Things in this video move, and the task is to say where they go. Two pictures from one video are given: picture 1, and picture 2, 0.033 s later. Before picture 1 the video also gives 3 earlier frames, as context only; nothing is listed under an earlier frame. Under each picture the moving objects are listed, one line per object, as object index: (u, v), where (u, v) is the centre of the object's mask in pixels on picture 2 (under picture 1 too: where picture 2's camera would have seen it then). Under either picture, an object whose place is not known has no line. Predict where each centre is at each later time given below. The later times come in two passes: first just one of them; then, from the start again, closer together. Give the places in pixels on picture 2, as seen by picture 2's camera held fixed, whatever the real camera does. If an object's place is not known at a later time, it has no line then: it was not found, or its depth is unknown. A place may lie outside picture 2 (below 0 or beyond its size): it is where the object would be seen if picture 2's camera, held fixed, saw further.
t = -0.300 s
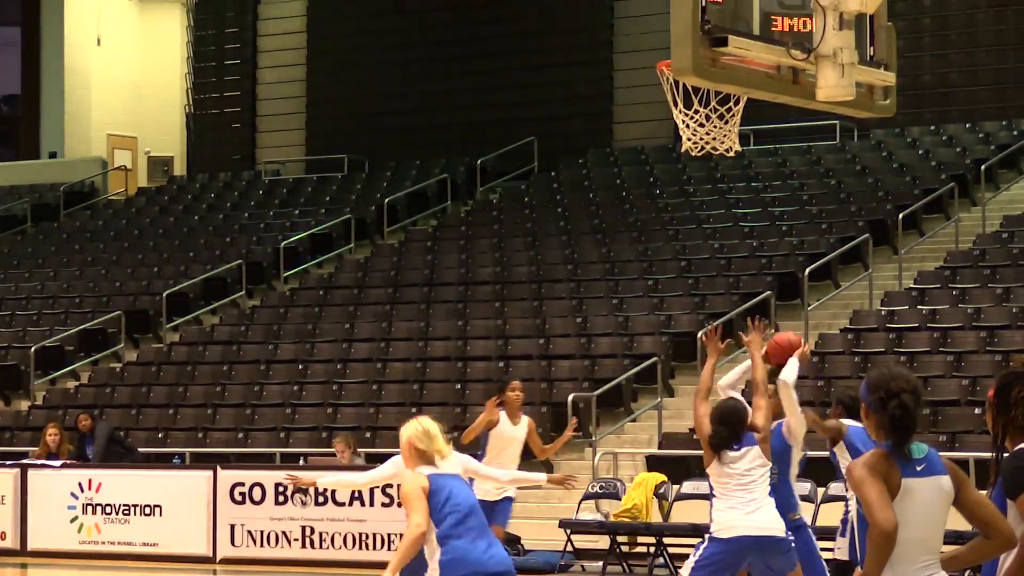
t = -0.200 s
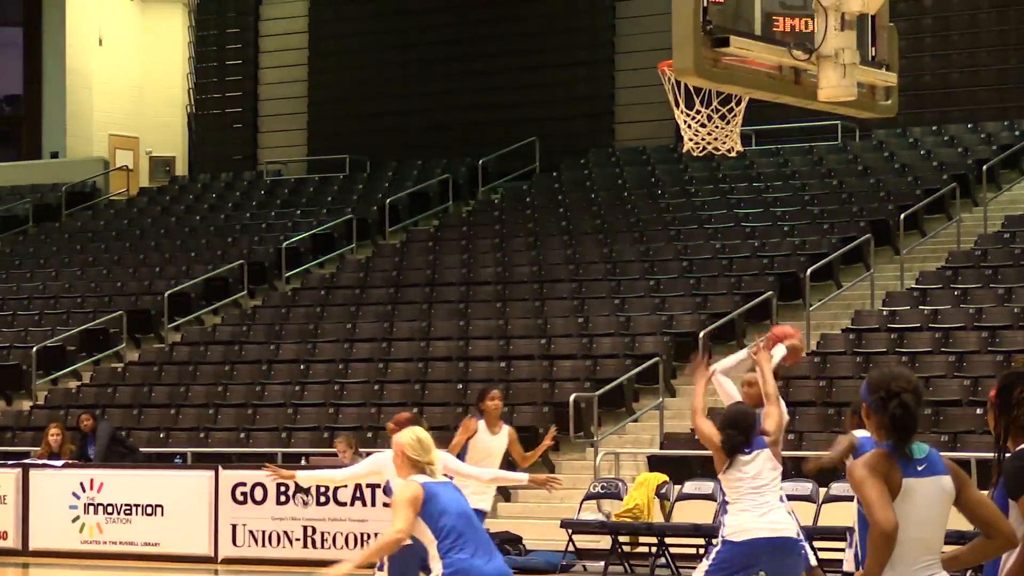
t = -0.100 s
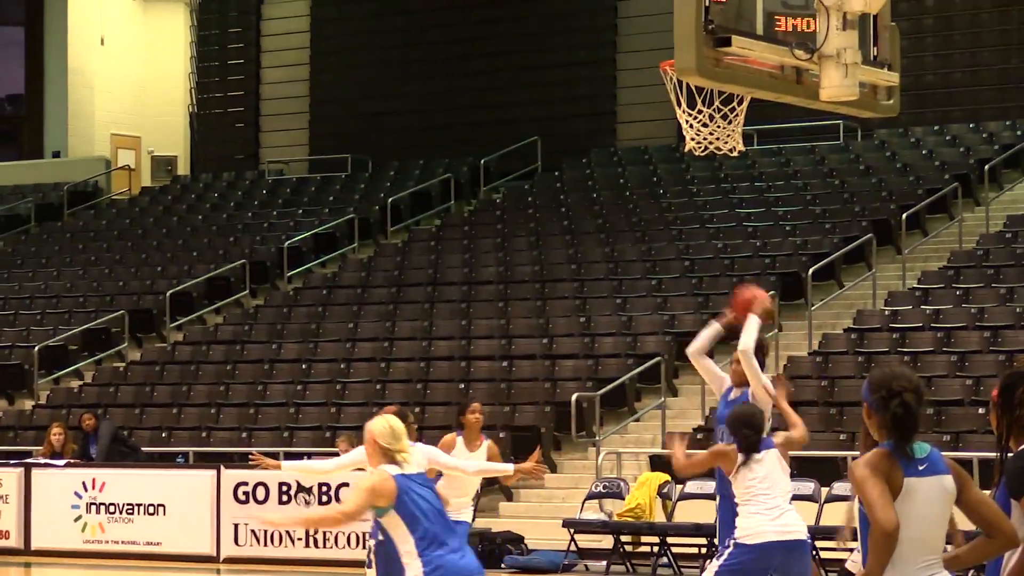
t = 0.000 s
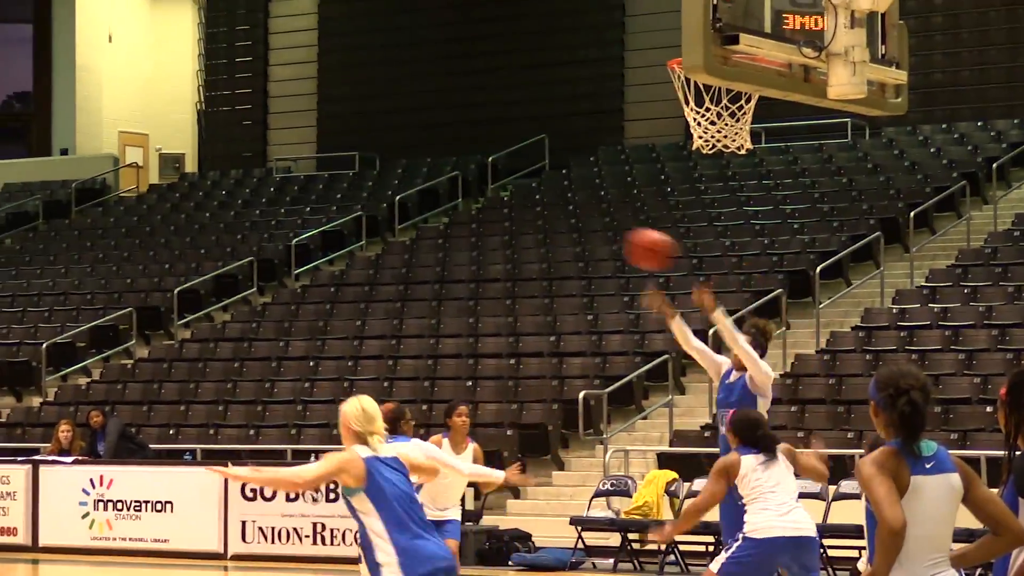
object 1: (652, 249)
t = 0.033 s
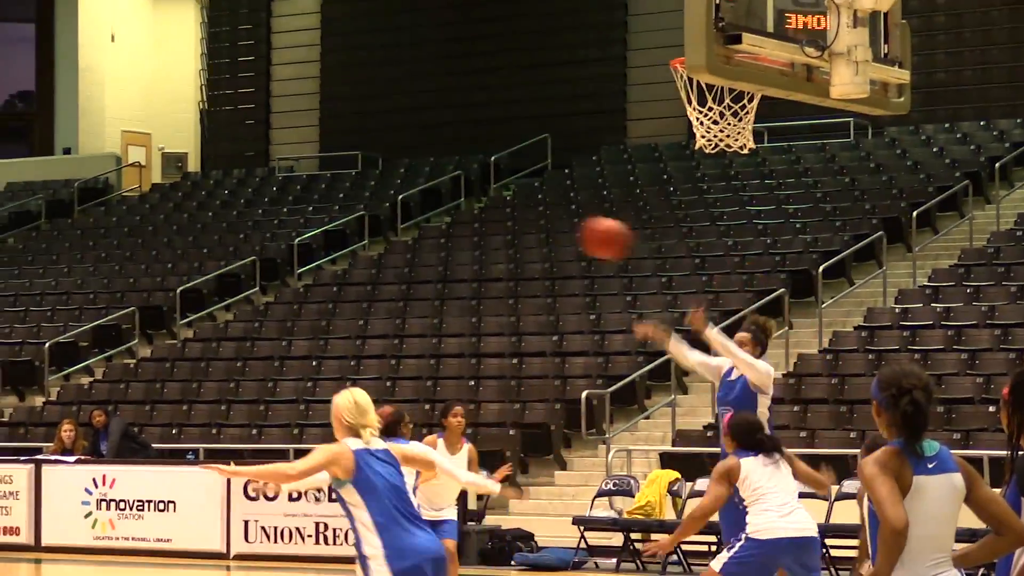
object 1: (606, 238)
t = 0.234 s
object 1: (295, 210)
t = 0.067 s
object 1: (557, 229)
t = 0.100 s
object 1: (506, 222)
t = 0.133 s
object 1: (455, 215)
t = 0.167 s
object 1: (402, 212)
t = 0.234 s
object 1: (295, 210)
